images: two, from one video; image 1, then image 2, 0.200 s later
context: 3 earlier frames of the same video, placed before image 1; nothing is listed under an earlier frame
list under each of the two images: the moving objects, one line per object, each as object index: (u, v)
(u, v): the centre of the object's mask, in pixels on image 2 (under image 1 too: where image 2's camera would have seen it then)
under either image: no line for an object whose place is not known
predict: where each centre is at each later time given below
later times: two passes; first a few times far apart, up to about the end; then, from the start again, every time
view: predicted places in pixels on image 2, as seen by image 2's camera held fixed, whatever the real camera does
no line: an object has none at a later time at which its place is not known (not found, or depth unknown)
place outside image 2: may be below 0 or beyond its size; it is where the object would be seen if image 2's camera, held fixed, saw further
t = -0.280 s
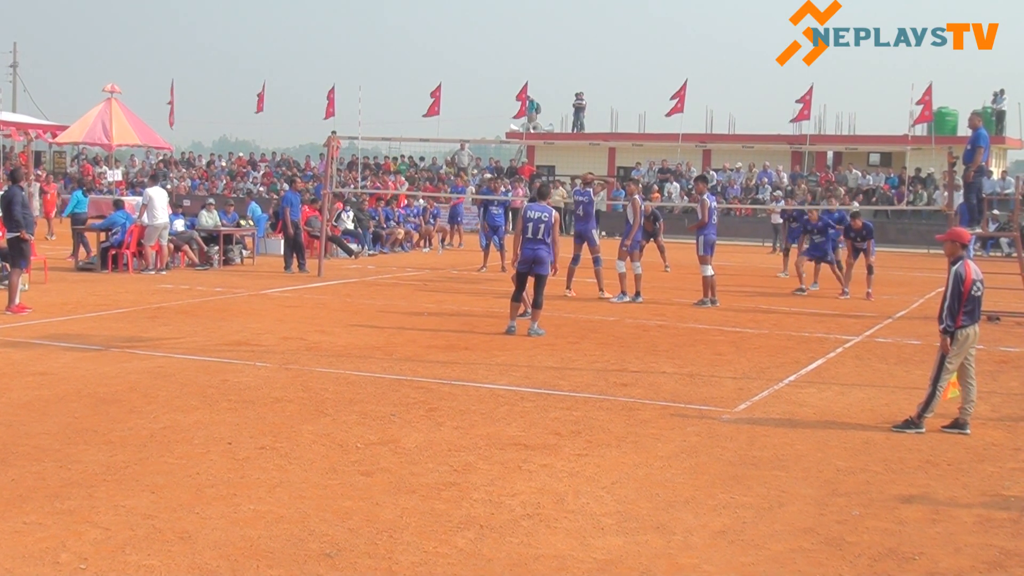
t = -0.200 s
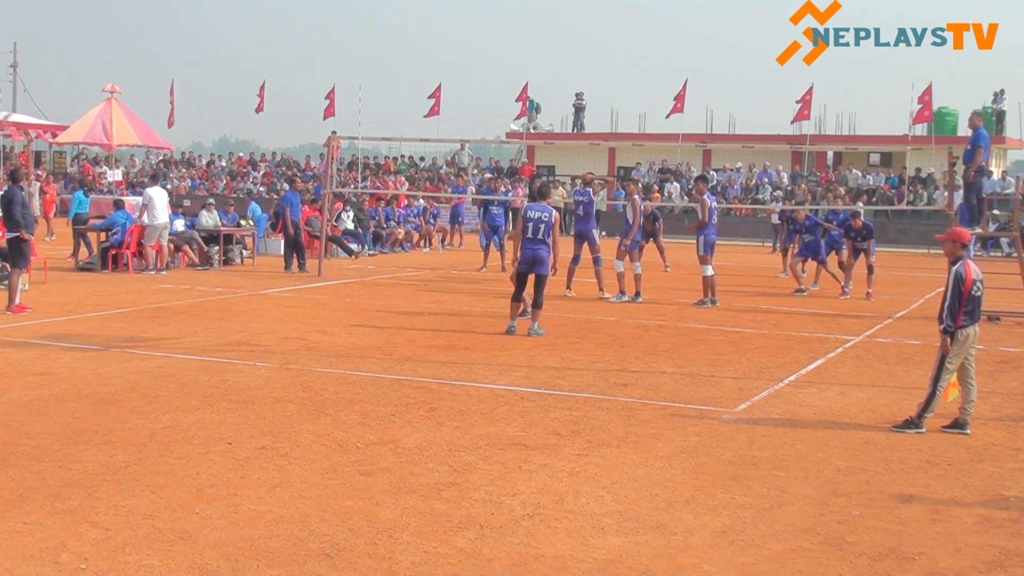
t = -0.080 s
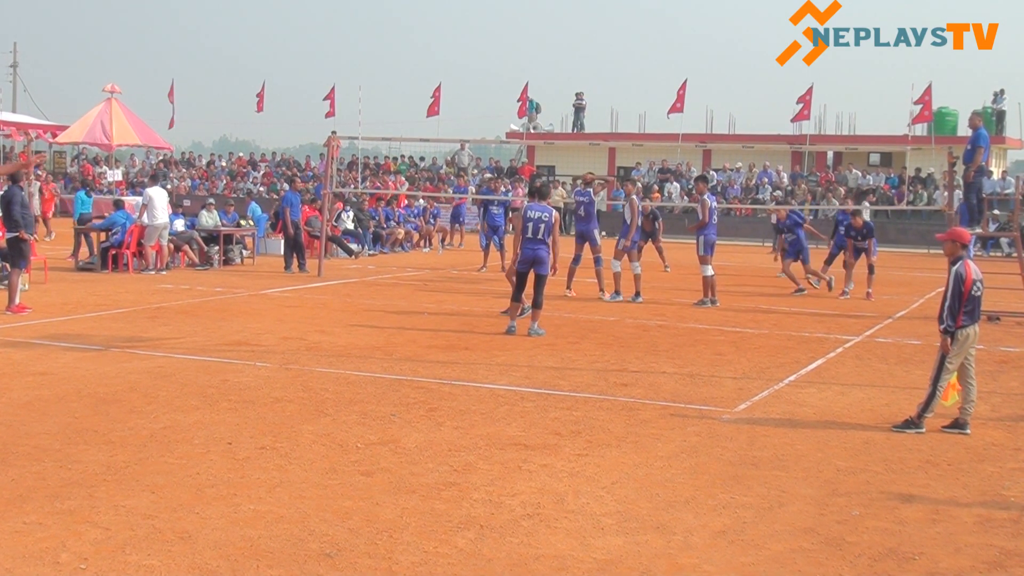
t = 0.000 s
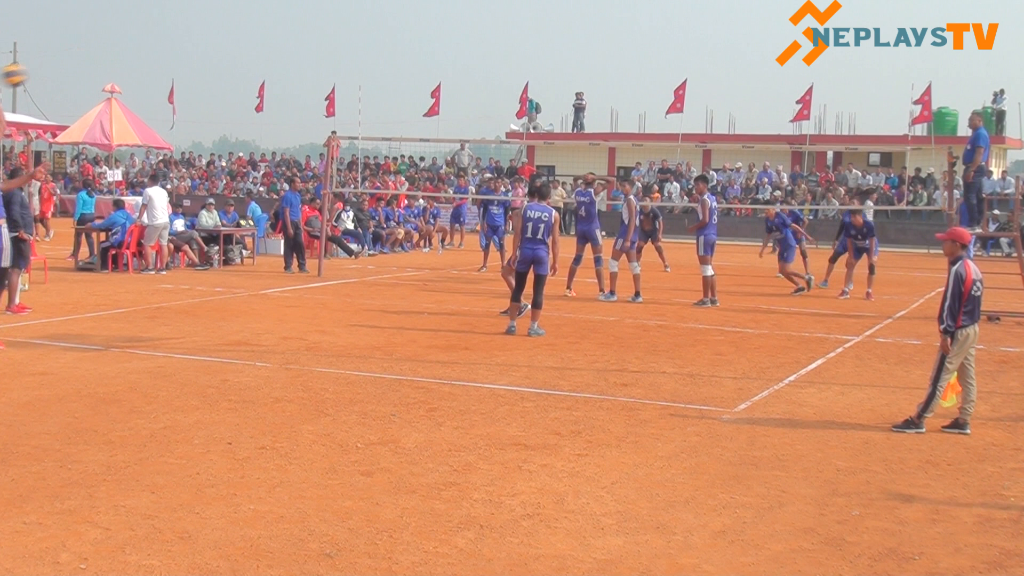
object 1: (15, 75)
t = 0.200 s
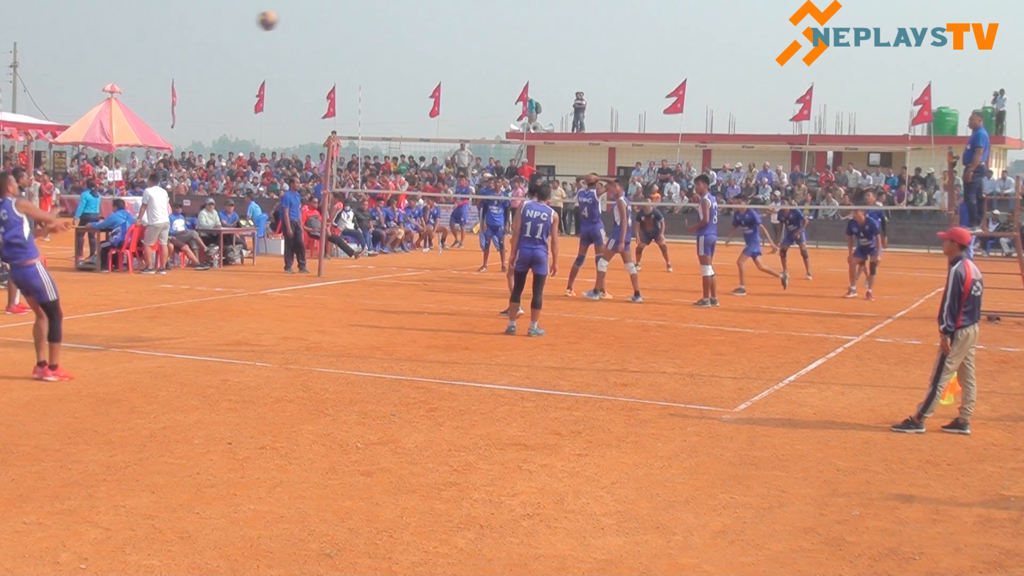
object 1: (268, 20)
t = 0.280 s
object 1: (346, 15)
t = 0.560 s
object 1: (546, 43)
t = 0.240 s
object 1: (308, 17)
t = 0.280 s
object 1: (346, 15)
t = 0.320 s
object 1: (380, 15)
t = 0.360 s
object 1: (413, 17)
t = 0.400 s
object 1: (443, 20)
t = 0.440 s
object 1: (471, 24)
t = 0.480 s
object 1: (498, 29)
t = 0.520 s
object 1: (523, 36)
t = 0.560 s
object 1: (546, 43)
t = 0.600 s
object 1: (568, 51)
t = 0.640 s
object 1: (589, 60)
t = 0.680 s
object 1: (608, 70)
